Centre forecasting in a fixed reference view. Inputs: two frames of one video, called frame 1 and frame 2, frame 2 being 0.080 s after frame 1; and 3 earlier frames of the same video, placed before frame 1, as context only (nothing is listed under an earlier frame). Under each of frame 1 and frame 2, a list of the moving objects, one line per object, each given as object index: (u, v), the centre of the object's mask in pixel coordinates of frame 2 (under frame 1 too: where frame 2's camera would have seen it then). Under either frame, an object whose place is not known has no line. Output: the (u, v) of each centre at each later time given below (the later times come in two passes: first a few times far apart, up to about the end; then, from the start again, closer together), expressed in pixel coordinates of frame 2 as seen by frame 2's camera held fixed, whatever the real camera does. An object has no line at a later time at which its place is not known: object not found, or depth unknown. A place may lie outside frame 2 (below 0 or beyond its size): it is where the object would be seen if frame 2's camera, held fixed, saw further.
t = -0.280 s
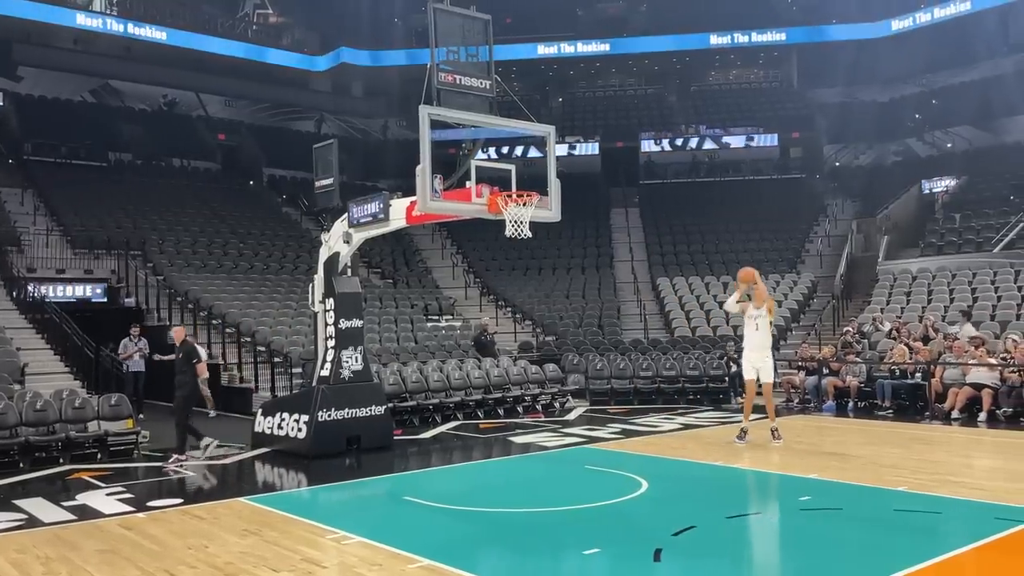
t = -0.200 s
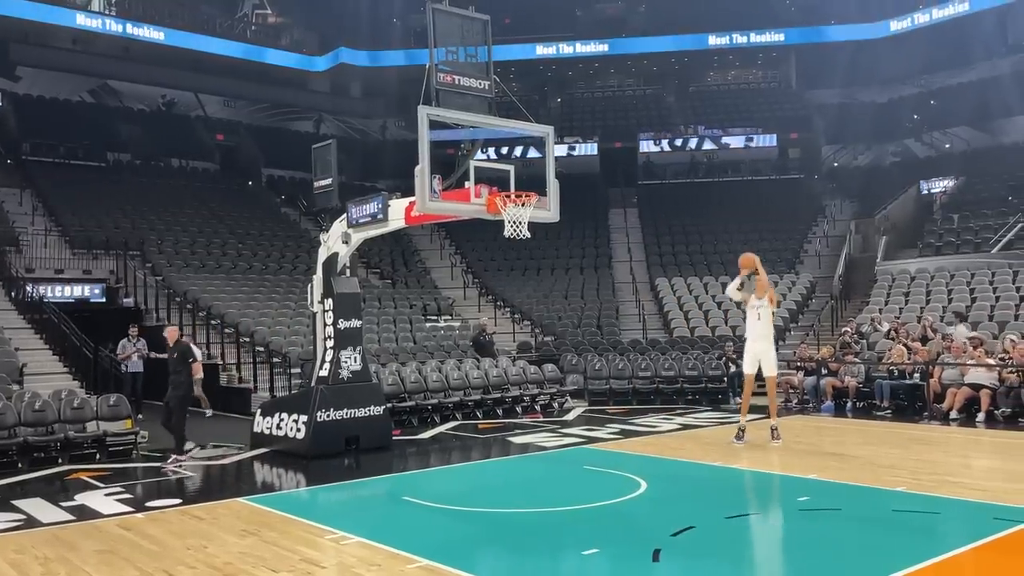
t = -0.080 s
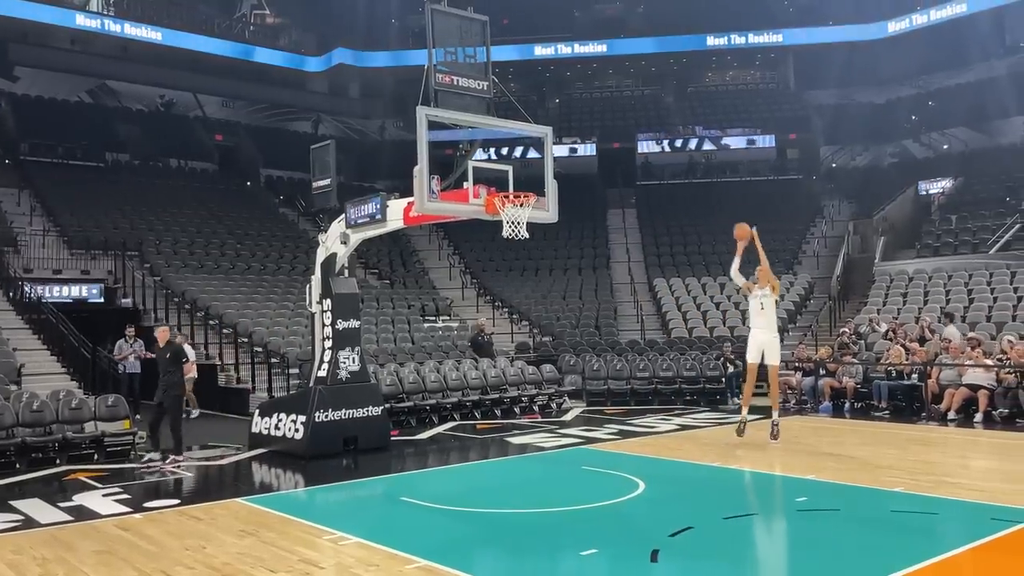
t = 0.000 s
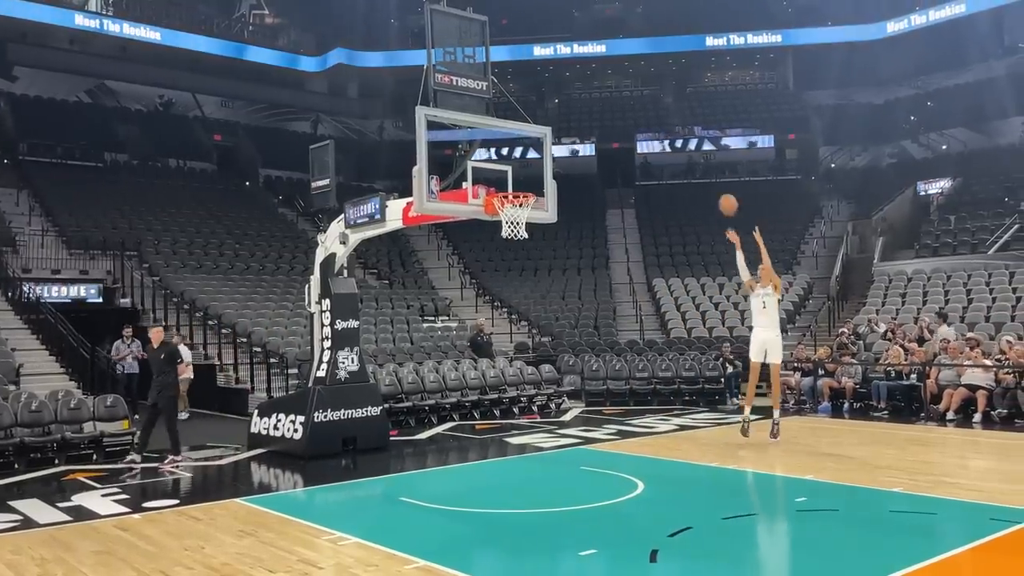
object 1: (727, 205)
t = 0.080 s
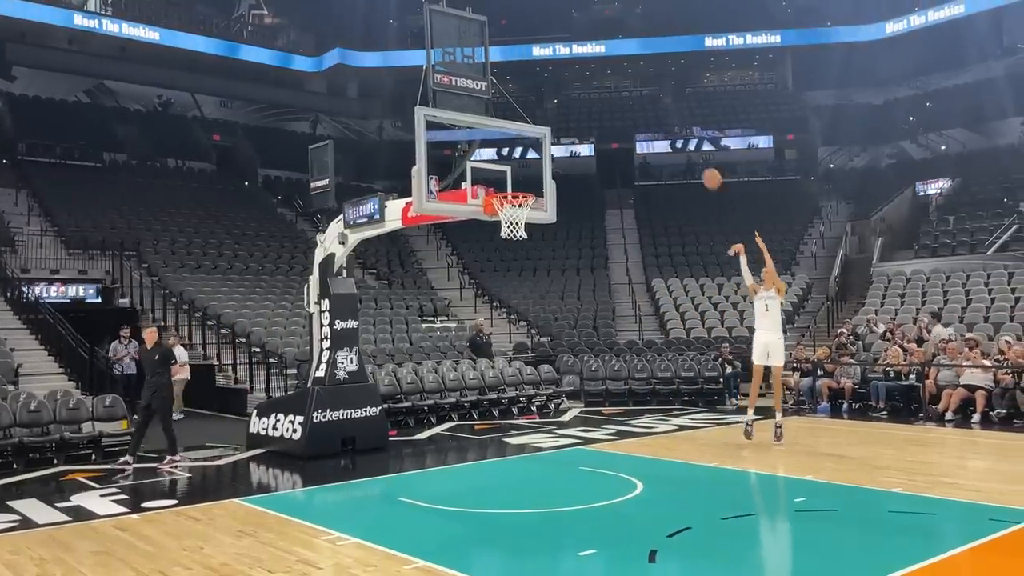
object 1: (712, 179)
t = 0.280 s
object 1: (671, 130)
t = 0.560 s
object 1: (610, 109)
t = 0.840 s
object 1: (541, 152)
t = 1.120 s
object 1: (493, 231)
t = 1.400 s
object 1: (481, 327)
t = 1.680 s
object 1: (471, 476)
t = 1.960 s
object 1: (495, 371)
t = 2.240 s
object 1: (518, 344)
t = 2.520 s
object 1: (541, 390)
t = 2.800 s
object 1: (564, 452)
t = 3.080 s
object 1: (581, 398)
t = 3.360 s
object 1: (602, 415)
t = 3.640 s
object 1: (621, 445)
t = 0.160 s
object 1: (696, 158)
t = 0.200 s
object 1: (687, 147)
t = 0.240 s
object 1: (679, 138)
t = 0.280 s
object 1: (671, 130)
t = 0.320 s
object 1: (662, 123)
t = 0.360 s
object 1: (654, 118)
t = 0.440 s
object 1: (637, 111)
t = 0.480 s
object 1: (628, 109)
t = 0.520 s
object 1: (620, 108)
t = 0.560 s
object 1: (610, 109)
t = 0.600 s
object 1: (601, 111)
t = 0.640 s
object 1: (592, 114)
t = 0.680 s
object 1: (582, 119)
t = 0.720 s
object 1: (573, 124)
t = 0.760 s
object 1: (564, 132)
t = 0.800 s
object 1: (553, 140)
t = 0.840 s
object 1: (541, 152)
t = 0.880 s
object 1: (531, 166)
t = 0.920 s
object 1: (522, 177)
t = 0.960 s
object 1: (513, 186)
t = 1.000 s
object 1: (499, 209)
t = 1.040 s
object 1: (496, 219)
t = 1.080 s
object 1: (494, 222)
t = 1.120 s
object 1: (493, 231)
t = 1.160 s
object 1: (491, 240)
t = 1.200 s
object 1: (489, 251)
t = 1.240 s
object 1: (488, 263)
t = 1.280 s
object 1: (486, 277)
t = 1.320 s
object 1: (485, 292)
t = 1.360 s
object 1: (483, 308)
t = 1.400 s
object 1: (481, 327)
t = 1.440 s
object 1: (479, 347)
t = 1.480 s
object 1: (477, 370)
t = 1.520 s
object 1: (476, 395)
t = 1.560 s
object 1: (474, 418)
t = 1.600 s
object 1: (472, 445)
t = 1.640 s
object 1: (470, 475)
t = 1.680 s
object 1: (471, 476)
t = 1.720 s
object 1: (474, 453)
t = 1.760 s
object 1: (477, 437)
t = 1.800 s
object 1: (480, 421)
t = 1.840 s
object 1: (484, 406)
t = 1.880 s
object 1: (487, 394)
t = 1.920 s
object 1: (491, 382)
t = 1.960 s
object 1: (495, 371)
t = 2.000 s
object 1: (497, 361)
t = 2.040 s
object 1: (500, 354)
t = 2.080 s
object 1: (503, 351)
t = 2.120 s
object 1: (505, 347)
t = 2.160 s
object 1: (509, 345)
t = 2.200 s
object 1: (513, 344)
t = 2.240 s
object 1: (518, 344)
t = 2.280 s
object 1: (520, 346)
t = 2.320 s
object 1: (523, 350)
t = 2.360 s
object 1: (527, 355)
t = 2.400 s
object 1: (531, 360)
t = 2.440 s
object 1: (534, 369)
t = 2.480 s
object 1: (537, 378)
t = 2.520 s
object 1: (541, 390)
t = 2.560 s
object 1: (543, 403)
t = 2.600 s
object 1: (548, 414)
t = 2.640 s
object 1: (551, 431)
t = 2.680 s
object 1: (555, 449)
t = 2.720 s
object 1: (558, 468)
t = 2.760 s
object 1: (561, 465)
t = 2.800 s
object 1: (564, 452)
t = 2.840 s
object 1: (566, 439)
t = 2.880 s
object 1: (569, 429)
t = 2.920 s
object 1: (571, 419)
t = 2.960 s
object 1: (574, 412)
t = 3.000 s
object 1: (576, 405)
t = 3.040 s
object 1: (580, 401)
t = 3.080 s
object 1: (581, 398)
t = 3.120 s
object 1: (585, 396)
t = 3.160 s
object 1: (587, 396)
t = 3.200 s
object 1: (590, 396)
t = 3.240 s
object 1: (593, 399)
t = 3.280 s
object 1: (596, 403)
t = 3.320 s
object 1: (598, 408)
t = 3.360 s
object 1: (602, 415)
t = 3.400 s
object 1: (605, 423)
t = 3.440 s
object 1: (608, 433)
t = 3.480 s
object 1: (611, 444)
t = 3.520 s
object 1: (614, 457)
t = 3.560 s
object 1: (617, 465)
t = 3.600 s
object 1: (619, 454)
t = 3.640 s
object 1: (621, 445)
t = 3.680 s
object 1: (623, 438)
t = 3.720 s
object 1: (626, 432)
